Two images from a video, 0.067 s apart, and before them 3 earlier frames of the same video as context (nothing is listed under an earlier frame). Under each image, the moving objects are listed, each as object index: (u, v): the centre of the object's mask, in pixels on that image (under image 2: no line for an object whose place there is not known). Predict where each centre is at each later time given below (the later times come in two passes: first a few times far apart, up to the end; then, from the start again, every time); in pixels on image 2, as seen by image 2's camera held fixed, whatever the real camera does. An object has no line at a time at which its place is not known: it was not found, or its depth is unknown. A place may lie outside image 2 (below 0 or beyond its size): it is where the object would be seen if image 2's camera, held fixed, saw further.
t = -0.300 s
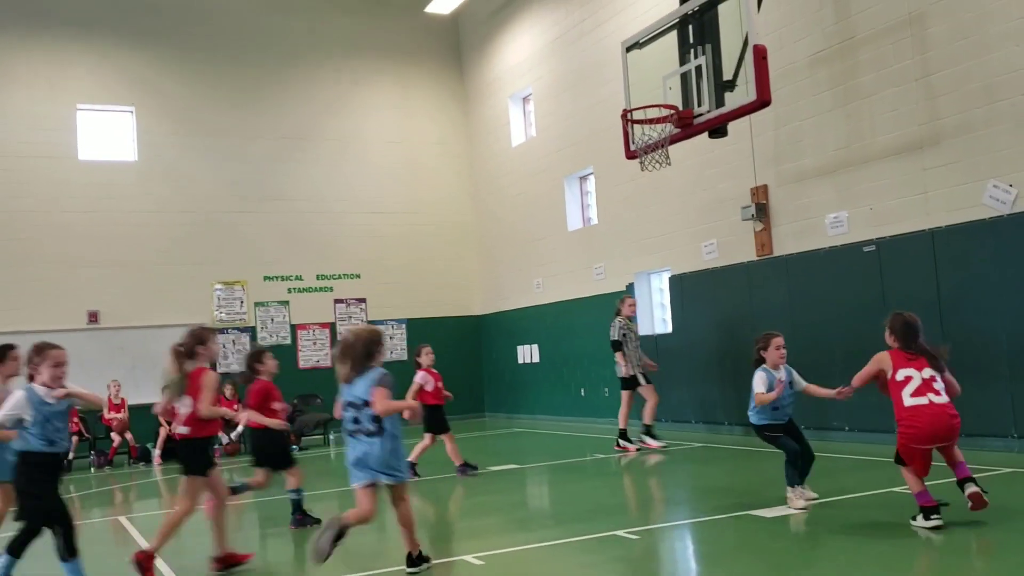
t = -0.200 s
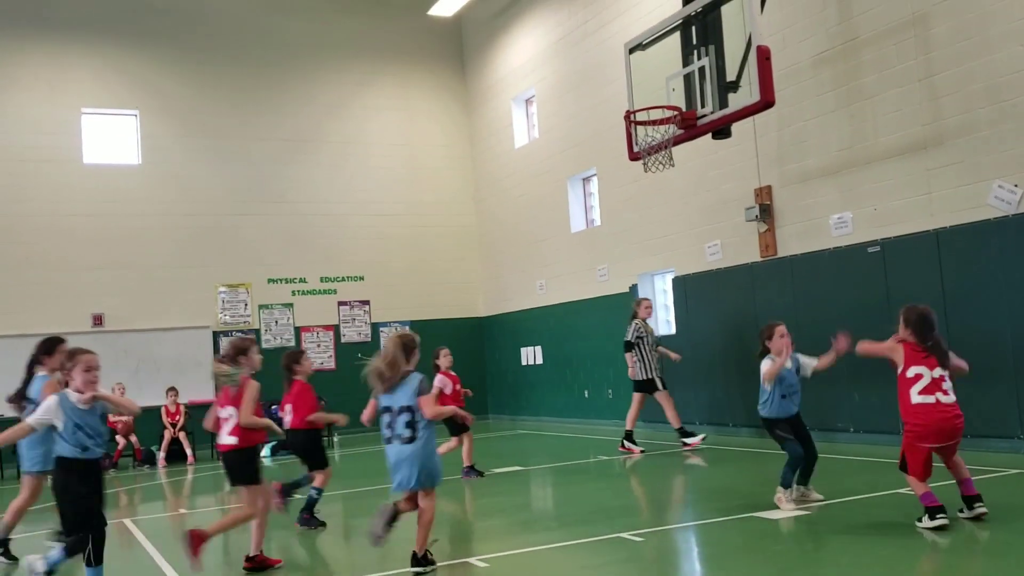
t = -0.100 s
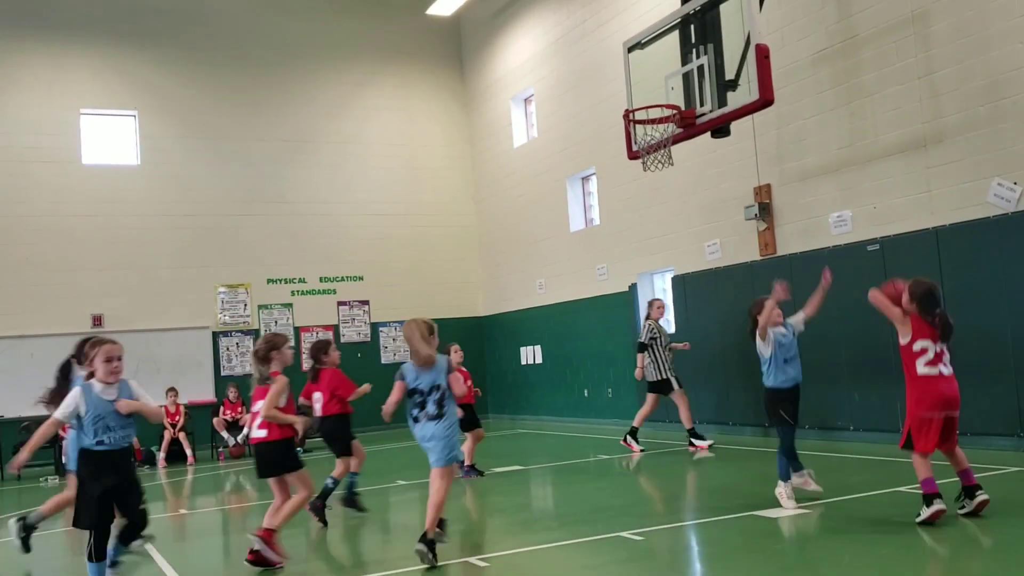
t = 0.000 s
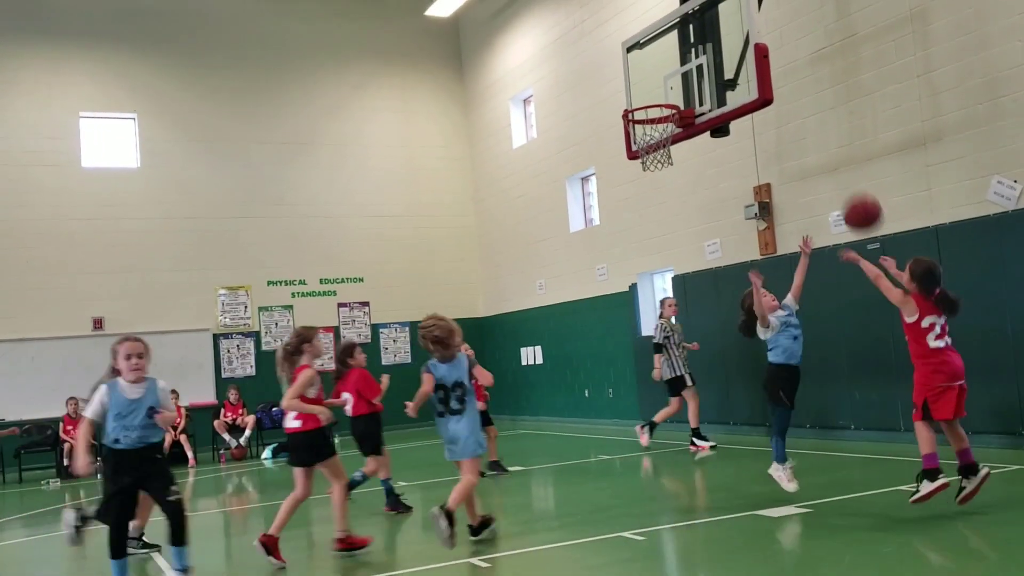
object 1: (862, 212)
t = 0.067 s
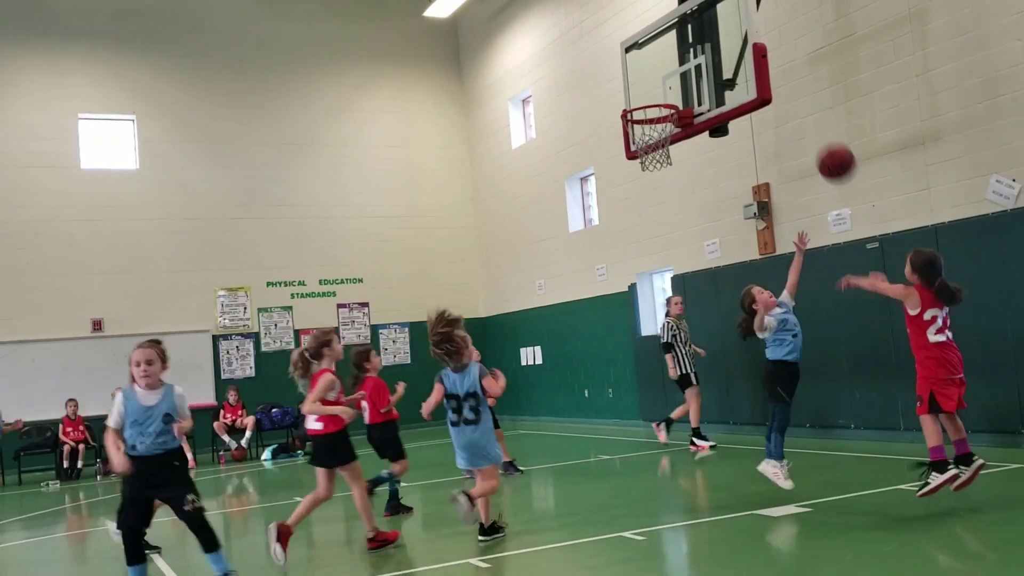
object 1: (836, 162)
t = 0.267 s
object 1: (776, 67)
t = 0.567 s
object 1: (712, 42)
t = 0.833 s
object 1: (677, 93)
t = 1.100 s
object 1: (656, 102)
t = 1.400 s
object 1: (638, 119)
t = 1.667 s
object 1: (620, 202)
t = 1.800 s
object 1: (614, 269)
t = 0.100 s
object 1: (824, 141)
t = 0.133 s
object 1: (812, 122)
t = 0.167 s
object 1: (802, 105)
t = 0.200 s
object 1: (792, 91)
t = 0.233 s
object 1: (784, 78)
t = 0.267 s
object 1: (776, 67)
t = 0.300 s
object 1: (766, 58)
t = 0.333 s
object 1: (758, 51)
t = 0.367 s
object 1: (751, 46)
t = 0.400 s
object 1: (743, 42)
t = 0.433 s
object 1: (737, 39)
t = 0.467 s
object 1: (731, 38)
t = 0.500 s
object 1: (723, 38)
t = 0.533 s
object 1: (717, 40)
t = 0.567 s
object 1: (712, 42)
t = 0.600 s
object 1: (707, 46)
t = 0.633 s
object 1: (701, 52)
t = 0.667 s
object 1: (696, 58)
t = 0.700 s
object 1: (692, 67)
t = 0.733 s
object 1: (688, 76)
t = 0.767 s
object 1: (683, 85)
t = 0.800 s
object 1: (680, 96)
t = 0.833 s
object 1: (677, 93)
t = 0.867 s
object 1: (674, 90)
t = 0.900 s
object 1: (672, 88)
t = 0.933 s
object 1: (668, 88)
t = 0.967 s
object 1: (666, 88)
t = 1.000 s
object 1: (663, 90)
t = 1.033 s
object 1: (660, 92)
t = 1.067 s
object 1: (658, 95)
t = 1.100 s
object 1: (656, 102)
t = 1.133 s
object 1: (655, 104)
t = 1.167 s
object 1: (654, 103)
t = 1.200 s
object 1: (653, 102)
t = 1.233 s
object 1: (653, 103)
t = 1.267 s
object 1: (651, 105)
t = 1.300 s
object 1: (648, 106)
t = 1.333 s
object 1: (644, 109)
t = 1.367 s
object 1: (642, 111)
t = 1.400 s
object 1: (638, 119)
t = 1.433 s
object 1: (637, 125)
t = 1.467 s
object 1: (633, 133)
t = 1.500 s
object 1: (630, 142)
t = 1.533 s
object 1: (626, 152)
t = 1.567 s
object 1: (626, 163)
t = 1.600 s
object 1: (623, 175)
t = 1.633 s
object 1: (622, 188)
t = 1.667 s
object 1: (620, 202)
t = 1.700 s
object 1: (618, 217)
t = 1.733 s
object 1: (616, 234)
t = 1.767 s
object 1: (615, 251)
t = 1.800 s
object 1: (614, 269)
